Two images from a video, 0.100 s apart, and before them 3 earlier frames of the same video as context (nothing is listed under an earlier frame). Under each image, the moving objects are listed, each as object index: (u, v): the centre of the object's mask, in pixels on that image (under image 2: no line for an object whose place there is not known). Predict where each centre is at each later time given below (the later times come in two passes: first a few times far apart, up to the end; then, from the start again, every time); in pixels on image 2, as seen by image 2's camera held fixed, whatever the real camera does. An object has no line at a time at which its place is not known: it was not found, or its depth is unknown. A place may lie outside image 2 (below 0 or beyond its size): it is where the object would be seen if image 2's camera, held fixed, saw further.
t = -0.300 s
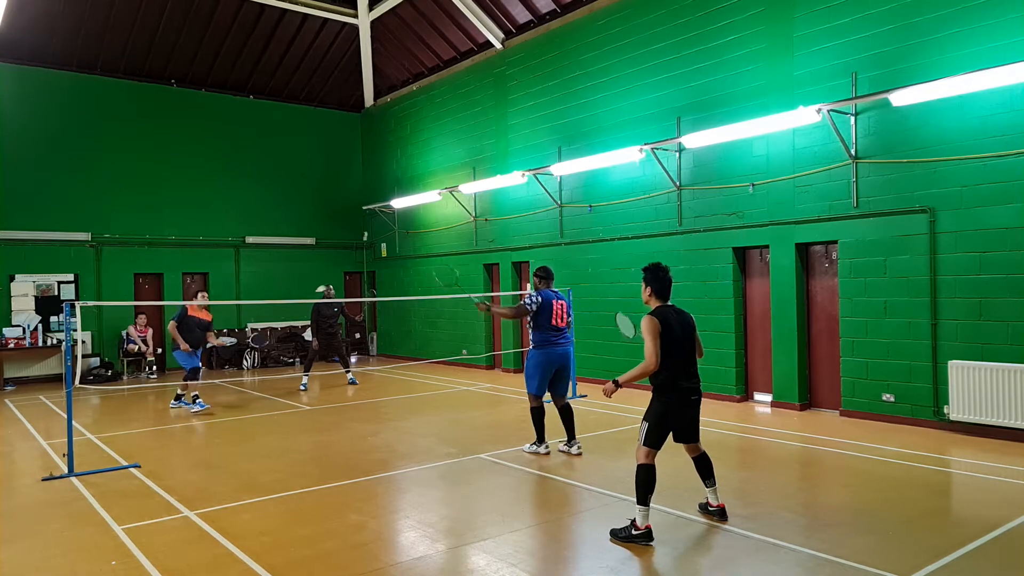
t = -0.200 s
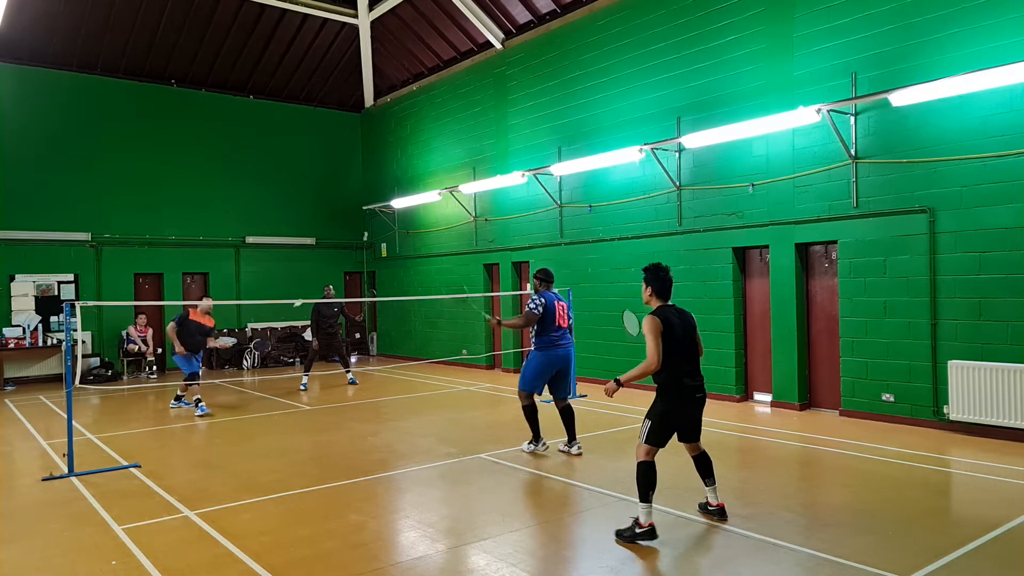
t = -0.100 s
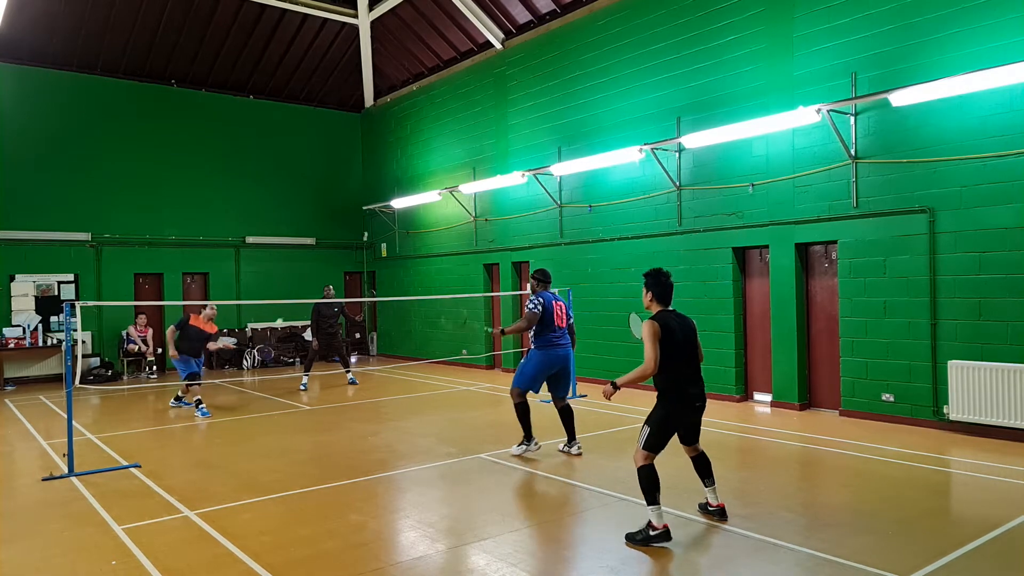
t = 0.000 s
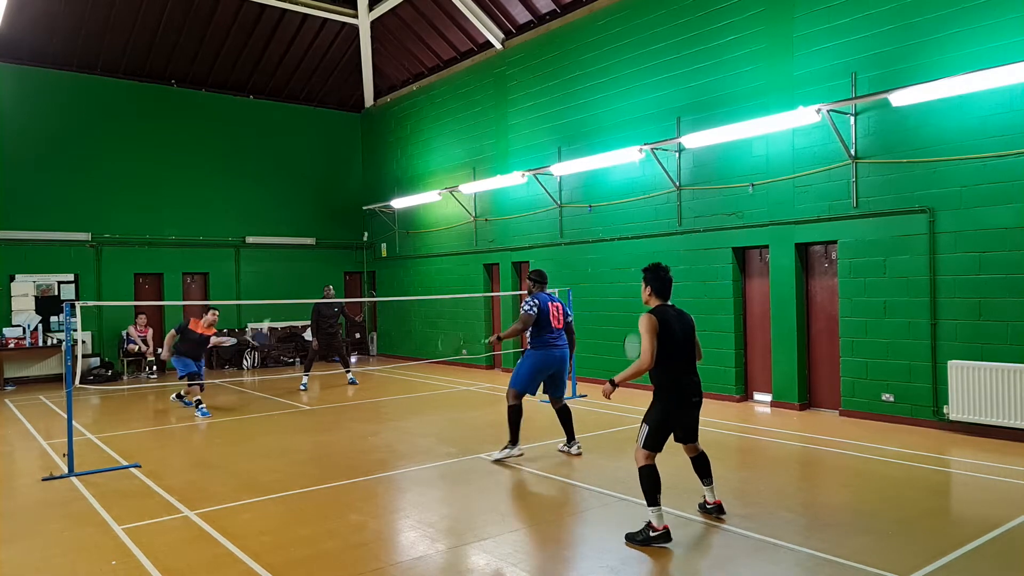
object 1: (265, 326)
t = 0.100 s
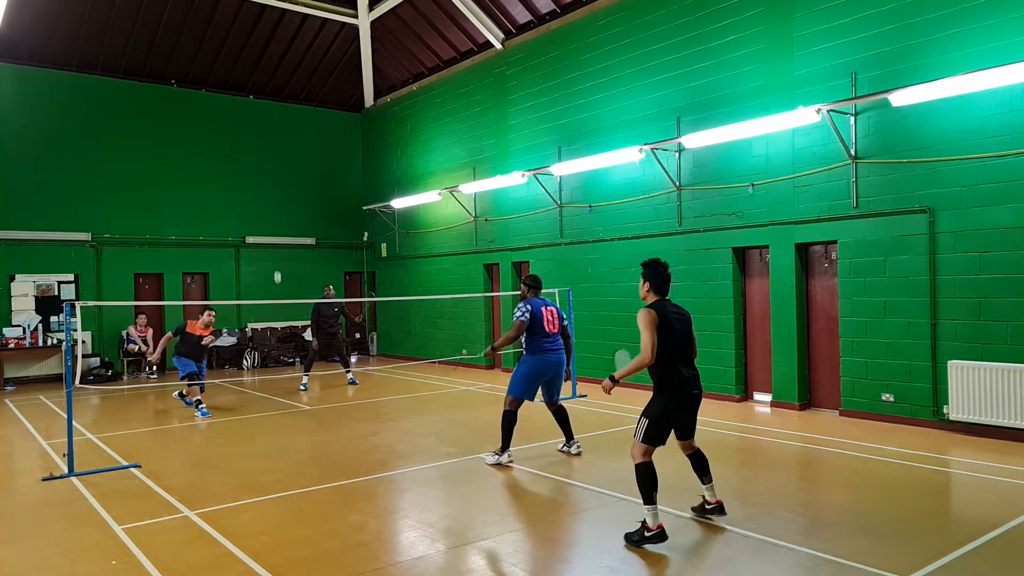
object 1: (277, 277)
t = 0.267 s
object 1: (282, 223)
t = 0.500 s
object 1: (293, 191)
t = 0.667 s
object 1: (301, 205)
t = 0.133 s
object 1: (277, 264)
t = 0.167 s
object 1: (277, 253)
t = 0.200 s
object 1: (279, 242)
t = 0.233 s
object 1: (281, 232)
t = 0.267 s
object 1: (282, 223)
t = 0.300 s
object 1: (284, 215)
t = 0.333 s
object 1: (286, 208)
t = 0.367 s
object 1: (287, 202)
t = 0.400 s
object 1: (289, 198)
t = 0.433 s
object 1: (290, 194)
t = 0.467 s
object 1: (292, 192)
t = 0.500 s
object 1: (293, 191)
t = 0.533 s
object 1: (295, 191)
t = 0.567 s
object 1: (296, 192)
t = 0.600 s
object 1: (298, 195)
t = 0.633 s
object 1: (299, 199)
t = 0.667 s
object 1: (301, 205)
